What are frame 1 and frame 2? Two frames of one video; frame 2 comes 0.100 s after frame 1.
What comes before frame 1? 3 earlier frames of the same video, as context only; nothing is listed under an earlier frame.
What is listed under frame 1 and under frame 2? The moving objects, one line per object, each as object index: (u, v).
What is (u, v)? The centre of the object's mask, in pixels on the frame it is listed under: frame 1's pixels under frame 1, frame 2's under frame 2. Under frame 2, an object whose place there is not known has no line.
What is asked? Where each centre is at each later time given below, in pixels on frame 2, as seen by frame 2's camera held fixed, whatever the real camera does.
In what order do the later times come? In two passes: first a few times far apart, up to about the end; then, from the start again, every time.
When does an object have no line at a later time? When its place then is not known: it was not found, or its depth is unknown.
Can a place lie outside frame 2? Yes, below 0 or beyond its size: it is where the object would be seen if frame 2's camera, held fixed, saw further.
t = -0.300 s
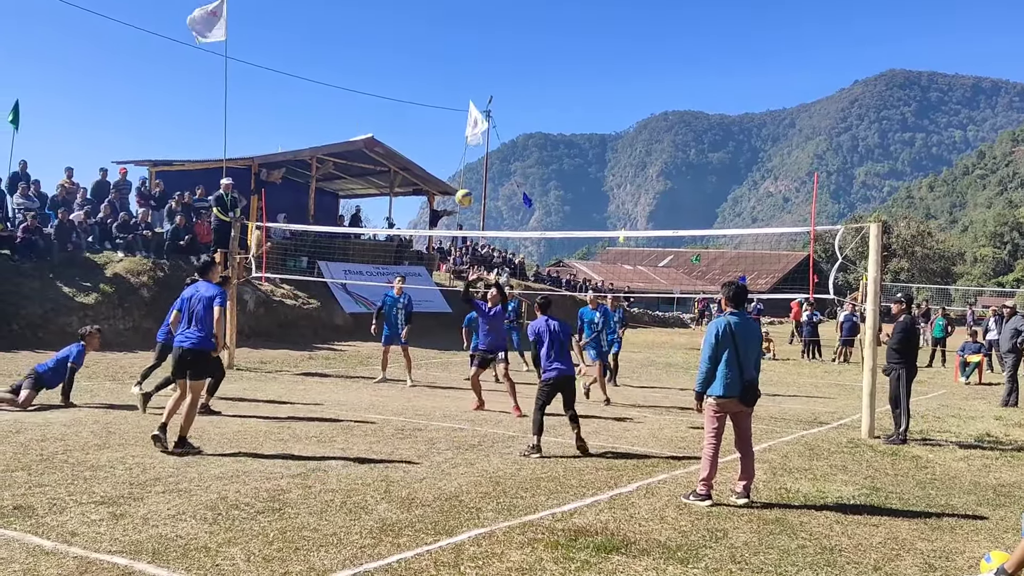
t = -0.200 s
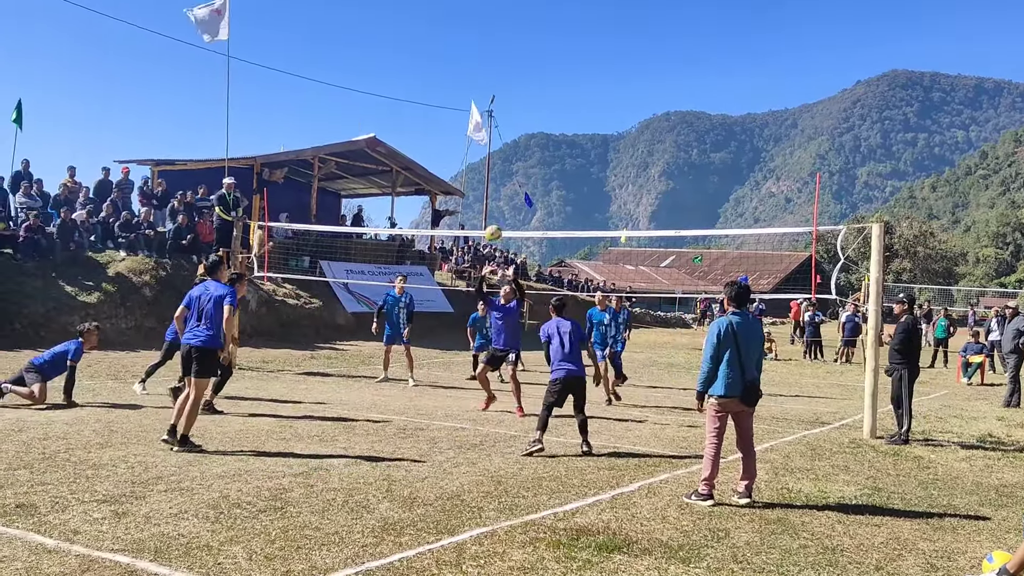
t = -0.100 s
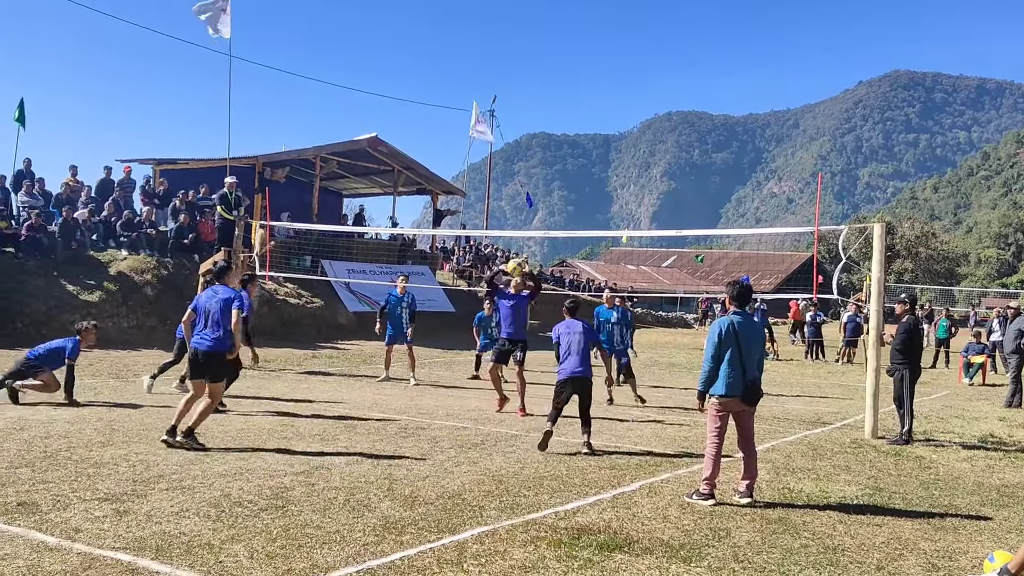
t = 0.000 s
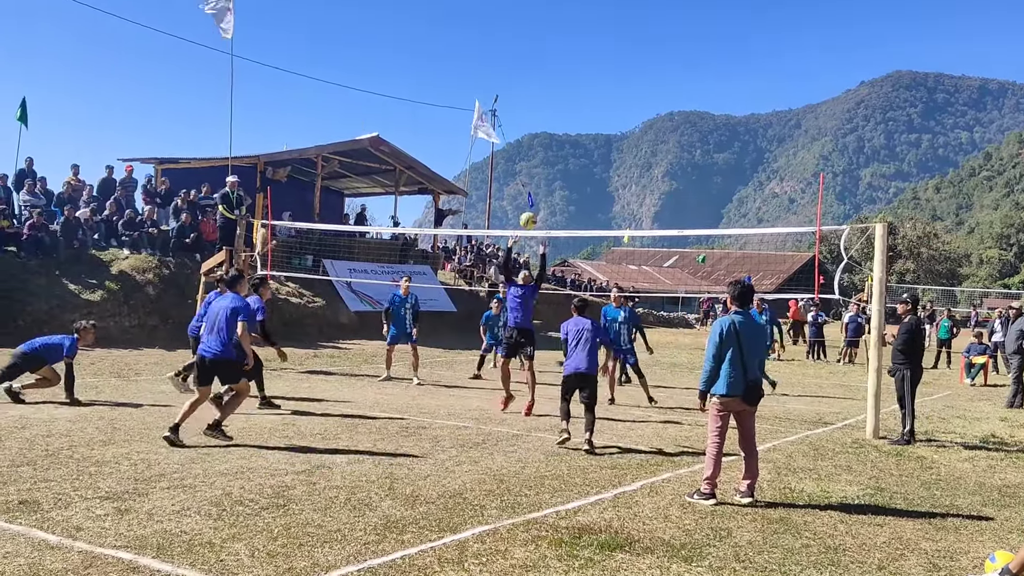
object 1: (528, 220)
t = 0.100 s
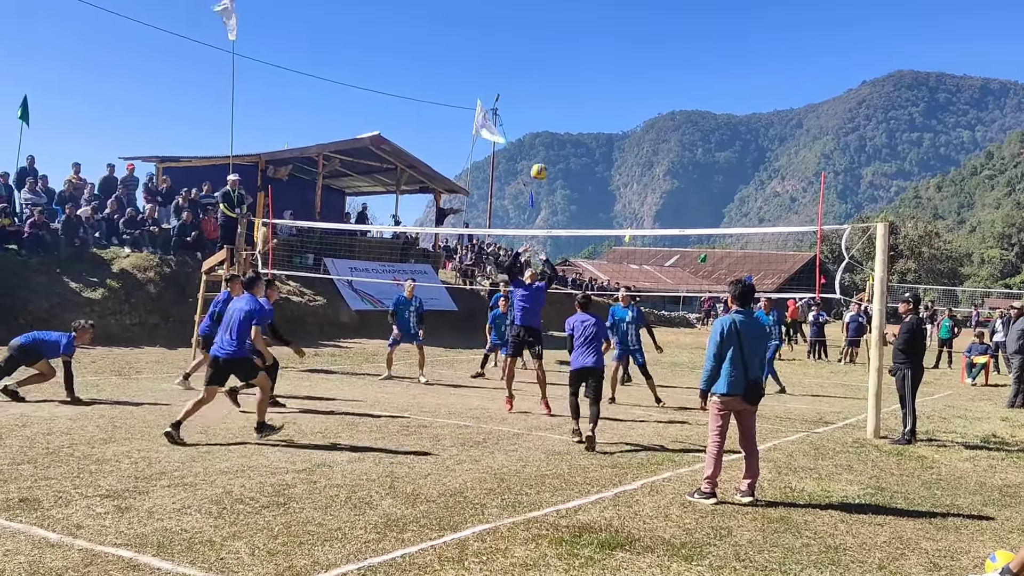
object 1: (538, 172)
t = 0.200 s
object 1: (549, 133)
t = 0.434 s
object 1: (569, 74)
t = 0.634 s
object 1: (583, 59)
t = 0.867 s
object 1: (598, 83)
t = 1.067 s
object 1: (609, 138)
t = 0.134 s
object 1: (542, 158)
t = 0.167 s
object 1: (545, 145)
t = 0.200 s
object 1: (549, 133)
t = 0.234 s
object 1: (552, 122)
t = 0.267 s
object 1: (555, 112)
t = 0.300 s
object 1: (558, 102)
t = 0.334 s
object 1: (560, 94)
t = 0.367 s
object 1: (563, 86)
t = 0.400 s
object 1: (566, 80)
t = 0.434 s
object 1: (569, 74)
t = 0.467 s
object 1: (571, 69)
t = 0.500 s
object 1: (574, 65)
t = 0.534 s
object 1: (576, 63)
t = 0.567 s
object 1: (578, 61)
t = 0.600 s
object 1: (581, 59)
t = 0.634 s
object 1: (583, 59)
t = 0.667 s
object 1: (586, 60)
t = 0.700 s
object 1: (588, 61)
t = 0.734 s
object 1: (590, 64)
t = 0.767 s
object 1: (592, 67)
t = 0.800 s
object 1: (594, 71)
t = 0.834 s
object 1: (596, 77)
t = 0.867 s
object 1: (598, 83)
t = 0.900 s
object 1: (600, 90)
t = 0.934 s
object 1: (602, 97)
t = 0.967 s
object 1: (604, 106)
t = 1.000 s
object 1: (606, 115)
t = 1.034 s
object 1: (608, 125)
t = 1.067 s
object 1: (609, 138)
